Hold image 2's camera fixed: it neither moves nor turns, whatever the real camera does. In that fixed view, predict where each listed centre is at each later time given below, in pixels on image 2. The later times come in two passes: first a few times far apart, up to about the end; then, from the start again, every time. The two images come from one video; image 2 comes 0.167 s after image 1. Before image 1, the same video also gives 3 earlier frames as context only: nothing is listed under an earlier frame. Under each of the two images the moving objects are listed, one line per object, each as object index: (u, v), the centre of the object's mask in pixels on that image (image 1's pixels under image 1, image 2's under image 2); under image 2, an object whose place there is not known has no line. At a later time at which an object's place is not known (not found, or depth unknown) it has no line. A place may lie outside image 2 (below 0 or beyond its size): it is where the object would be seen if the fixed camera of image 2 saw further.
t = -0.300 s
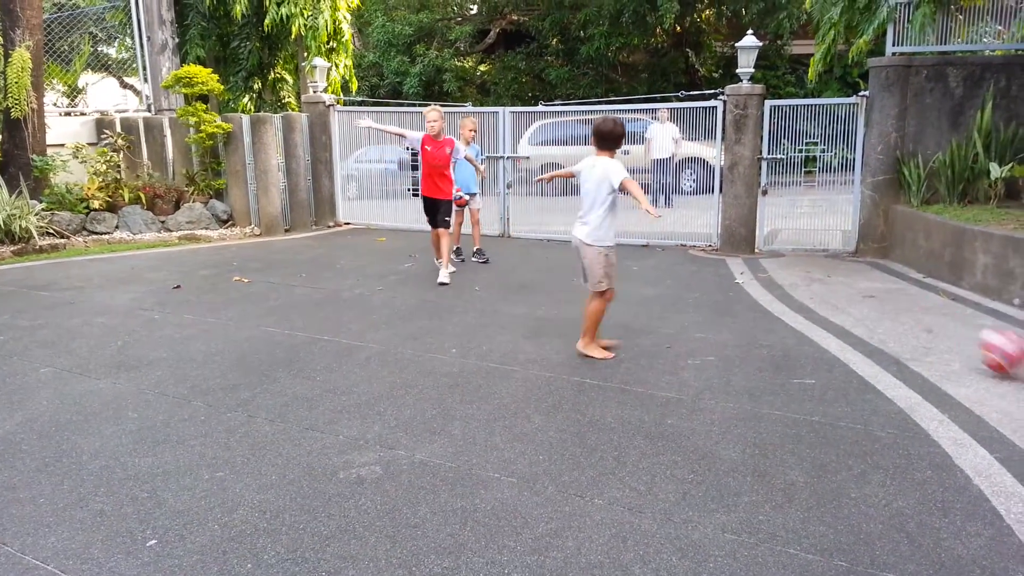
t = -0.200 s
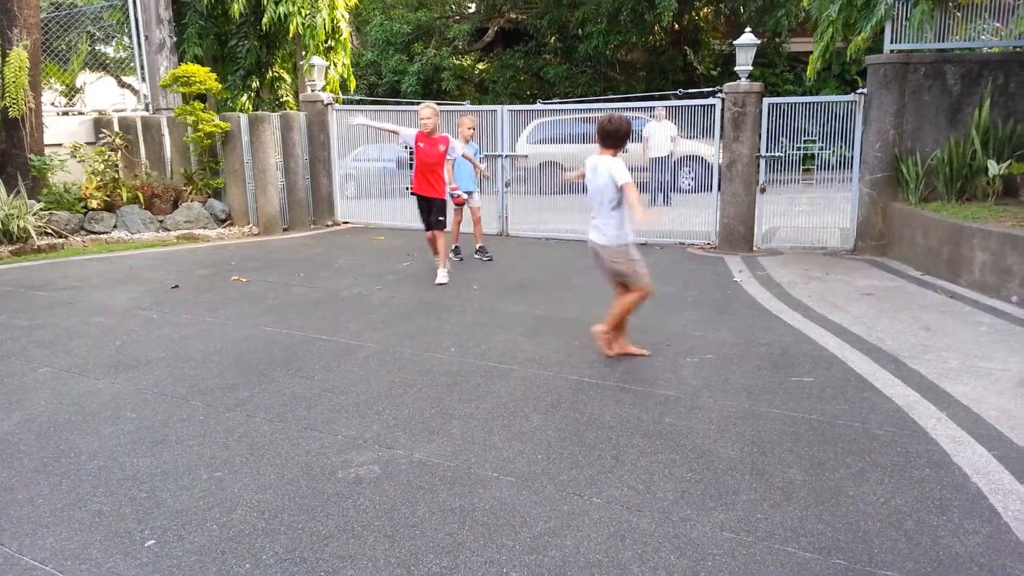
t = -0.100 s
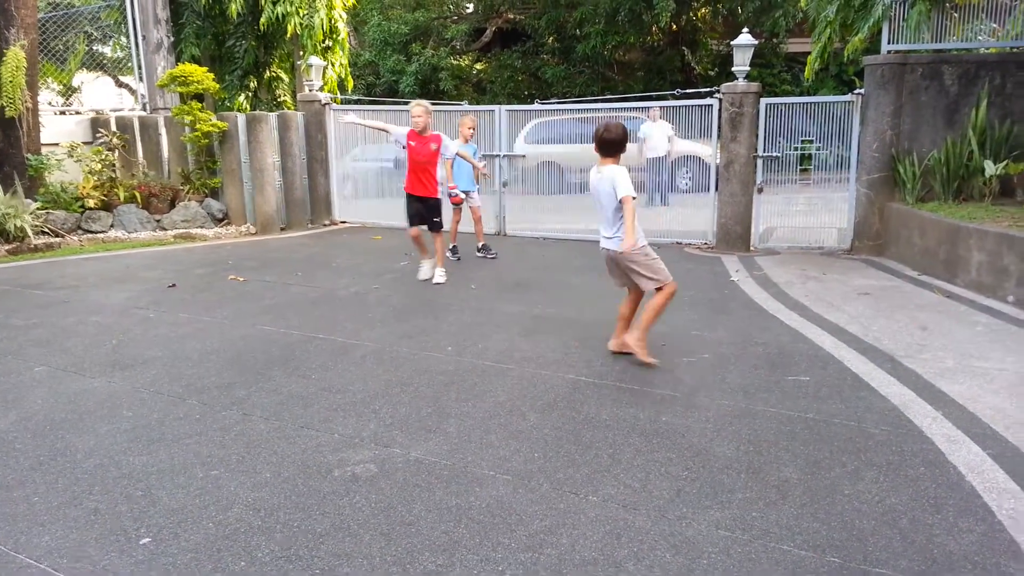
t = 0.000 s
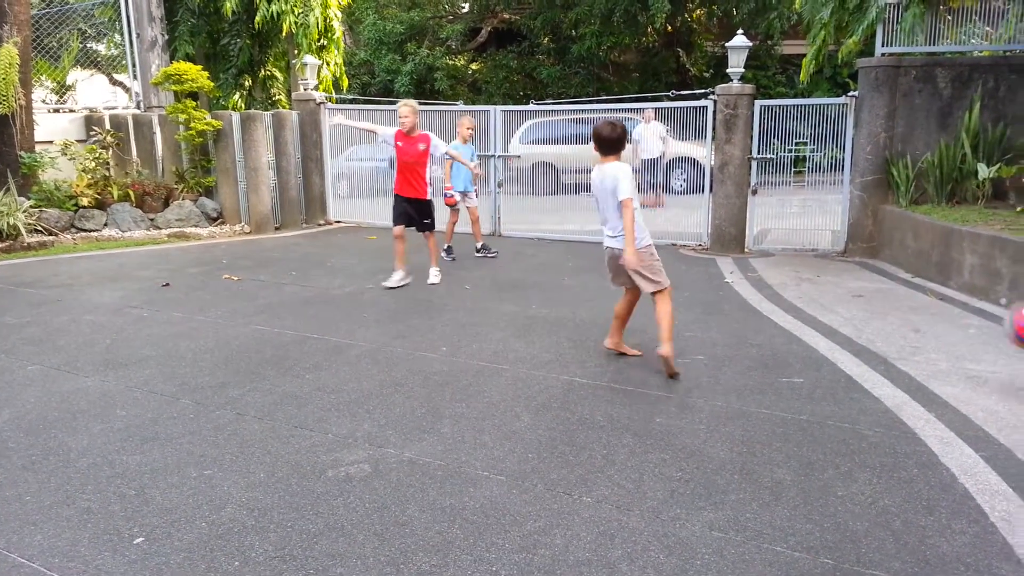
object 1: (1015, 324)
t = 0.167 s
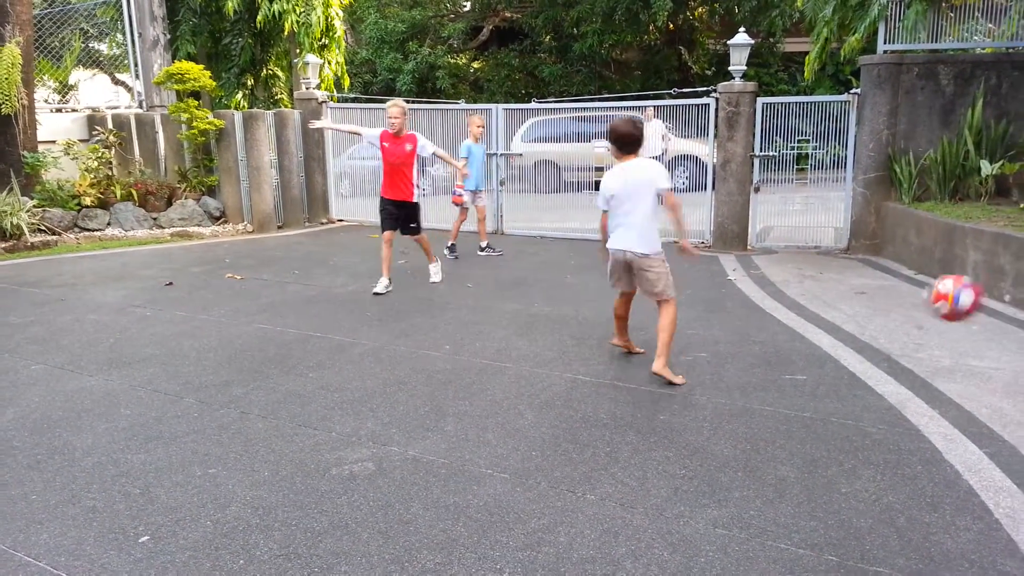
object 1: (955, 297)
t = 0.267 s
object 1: (903, 309)
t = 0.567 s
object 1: (806, 326)
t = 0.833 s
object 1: (761, 363)
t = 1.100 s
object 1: (714, 355)
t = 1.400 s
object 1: (657, 377)
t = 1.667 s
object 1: (607, 385)
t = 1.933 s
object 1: (555, 394)
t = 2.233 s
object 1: (495, 401)
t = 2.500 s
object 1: (442, 407)
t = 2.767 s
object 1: (387, 412)
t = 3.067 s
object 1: (323, 417)
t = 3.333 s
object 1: (270, 422)
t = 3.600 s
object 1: (216, 425)
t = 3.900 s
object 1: (156, 429)
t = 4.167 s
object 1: (105, 431)
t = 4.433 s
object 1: (54, 433)
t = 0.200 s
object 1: (938, 298)
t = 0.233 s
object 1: (923, 302)
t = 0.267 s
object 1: (903, 309)
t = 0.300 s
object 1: (887, 317)
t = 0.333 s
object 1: (871, 326)
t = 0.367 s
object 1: (854, 338)
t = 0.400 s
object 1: (837, 353)
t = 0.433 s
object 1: (826, 359)
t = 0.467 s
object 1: (820, 345)
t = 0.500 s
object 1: (817, 338)
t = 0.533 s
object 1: (811, 331)
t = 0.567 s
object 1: (806, 326)
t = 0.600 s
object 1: (801, 323)
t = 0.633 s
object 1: (796, 322)
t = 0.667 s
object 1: (791, 323)
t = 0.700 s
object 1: (785, 327)
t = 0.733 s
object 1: (779, 332)
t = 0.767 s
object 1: (773, 340)
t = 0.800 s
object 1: (767, 349)
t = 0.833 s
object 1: (761, 363)
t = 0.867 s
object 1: (754, 367)
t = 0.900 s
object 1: (749, 359)
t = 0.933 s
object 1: (743, 353)
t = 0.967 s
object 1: (738, 350)
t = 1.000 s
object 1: (732, 348)
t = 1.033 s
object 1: (727, 348)
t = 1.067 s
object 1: (720, 350)
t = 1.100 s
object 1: (714, 355)
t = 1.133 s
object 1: (708, 361)
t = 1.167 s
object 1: (700, 372)
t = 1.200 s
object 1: (694, 375)
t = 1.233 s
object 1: (688, 370)
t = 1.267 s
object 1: (682, 366)
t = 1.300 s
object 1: (676, 365)
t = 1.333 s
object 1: (670, 367)
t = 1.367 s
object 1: (664, 369)
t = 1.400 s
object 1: (657, 377)
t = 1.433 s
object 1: (651, 383)
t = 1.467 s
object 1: (644, 380)
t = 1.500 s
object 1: (639, 377)
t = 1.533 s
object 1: (632, 377)
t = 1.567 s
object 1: (626, 379)
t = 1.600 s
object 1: (620, 384)
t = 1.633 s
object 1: (613, 388)
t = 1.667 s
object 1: (607, 385)
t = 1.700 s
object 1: (600, 384)
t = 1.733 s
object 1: (594, 386)
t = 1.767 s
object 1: (588, 390)
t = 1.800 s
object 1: (581, 389)
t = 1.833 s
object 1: (575, 390)
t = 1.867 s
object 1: (569, 391)
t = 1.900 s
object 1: (561, 392)
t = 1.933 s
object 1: (555, 394)
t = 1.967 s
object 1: (548, 395)
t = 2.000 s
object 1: (541, 396)
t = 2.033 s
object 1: (535, 396)
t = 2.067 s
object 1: (528, 397)
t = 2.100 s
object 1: (522, 397)
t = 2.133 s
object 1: (515, 399)
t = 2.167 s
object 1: (508, 399)
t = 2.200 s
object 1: (502, 400)
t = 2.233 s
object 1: (495, 401)
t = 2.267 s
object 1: (488, 401)
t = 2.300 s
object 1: (481, 402)
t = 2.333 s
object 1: (475, 403)
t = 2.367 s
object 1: (468, 404)
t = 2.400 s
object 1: (462, 405)
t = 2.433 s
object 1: (455, 406)
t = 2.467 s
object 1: (448, 406)
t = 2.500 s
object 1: (442, 407)
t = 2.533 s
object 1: (435, 407)
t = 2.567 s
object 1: (427, 408)
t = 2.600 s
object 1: (420, 408)
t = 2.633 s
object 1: (414, 409)
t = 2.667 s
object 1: (406, 410)
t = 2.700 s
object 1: (400, 410)
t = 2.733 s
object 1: (393, 411)
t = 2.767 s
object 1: (387, 412)
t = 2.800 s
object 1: (379, 412)
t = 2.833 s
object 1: (372, 413)
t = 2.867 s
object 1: (366, 414)
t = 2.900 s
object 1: (359, 414)
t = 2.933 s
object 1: (351, 416)
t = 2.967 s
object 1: (344, 417)
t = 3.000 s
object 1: (337, 417)
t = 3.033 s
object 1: (331, 417)
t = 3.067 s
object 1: (323, 417)
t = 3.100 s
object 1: (316, 418)
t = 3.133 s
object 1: (310, 419)
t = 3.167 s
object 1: (304, 419)
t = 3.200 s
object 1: (297, 420)
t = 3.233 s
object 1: (290, 421)
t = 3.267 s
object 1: (283, 421)
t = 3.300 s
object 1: (277, 421)
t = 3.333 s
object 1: (270, 422)
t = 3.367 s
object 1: (262, 423)
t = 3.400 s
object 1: (256, 423)
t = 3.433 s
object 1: (249, 423)
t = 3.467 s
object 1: (243, 423)
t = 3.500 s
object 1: (236, 424)
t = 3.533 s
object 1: (229, 424)
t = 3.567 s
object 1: (223, 424)
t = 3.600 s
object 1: (216, 425)
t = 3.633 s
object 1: (210, 425)
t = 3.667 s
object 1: (203, 426)
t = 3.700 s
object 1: (196, 426)
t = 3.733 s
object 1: (191, 427)
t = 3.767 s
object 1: (184, 428)
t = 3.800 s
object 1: (177, 428)
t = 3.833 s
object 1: (170, 428)
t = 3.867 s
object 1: (163, 429)
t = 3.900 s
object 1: (156, 429)
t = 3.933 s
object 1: (149, 429)
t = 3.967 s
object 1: (143, 429)
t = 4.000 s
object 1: (136, 430)
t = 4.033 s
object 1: (130, 430)
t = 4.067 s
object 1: (124, 430)
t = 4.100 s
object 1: (118, 431)
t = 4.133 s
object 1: (112, 431)
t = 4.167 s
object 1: (105, 431)
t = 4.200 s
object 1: (99, 431)
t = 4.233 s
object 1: (92, 431)
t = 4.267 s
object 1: (86, 431)
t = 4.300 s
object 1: (80, 431)
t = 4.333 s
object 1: (73, 432)
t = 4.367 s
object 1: (67, 433)
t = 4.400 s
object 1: (60, 433)
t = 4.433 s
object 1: (54, 433)
